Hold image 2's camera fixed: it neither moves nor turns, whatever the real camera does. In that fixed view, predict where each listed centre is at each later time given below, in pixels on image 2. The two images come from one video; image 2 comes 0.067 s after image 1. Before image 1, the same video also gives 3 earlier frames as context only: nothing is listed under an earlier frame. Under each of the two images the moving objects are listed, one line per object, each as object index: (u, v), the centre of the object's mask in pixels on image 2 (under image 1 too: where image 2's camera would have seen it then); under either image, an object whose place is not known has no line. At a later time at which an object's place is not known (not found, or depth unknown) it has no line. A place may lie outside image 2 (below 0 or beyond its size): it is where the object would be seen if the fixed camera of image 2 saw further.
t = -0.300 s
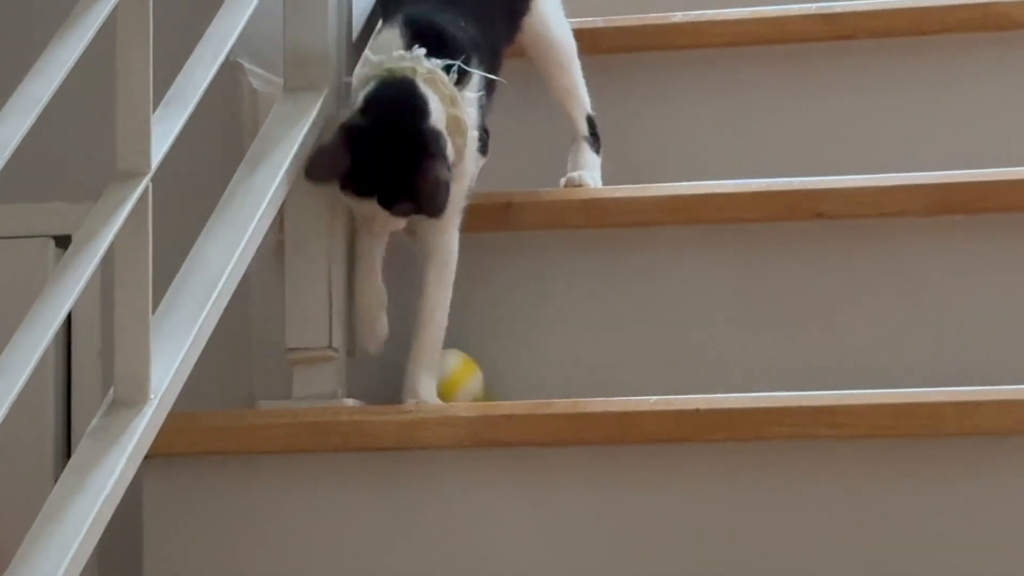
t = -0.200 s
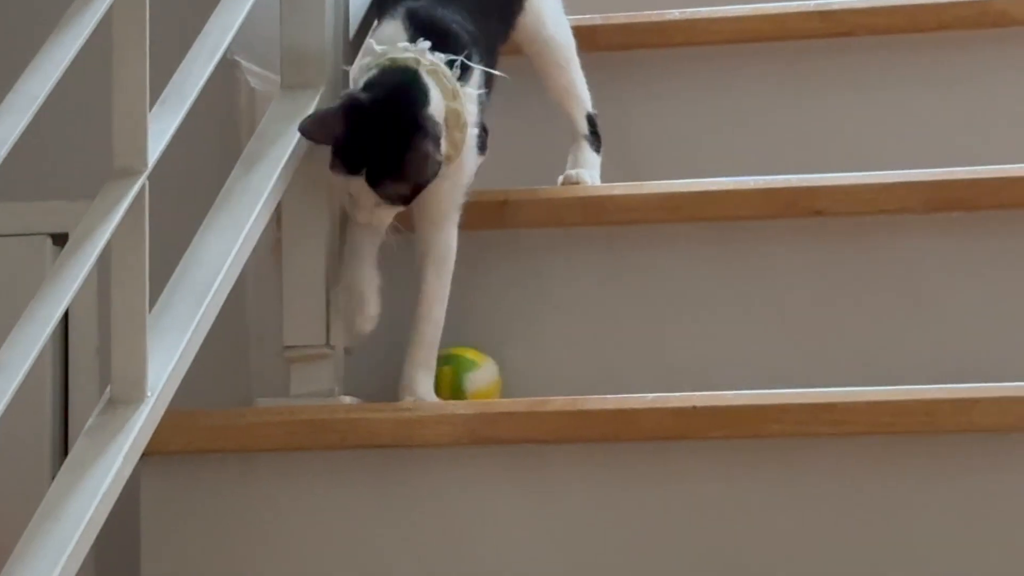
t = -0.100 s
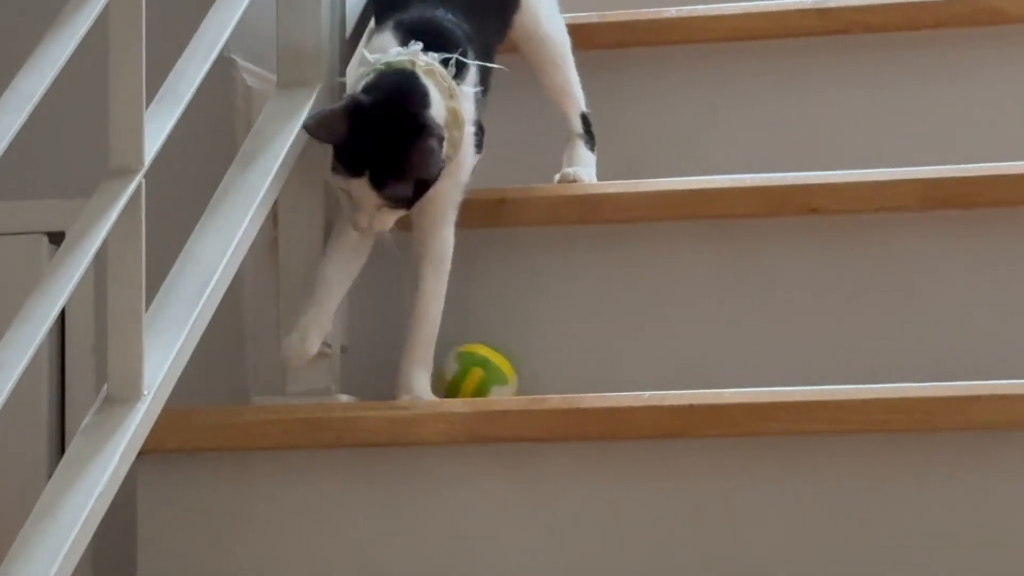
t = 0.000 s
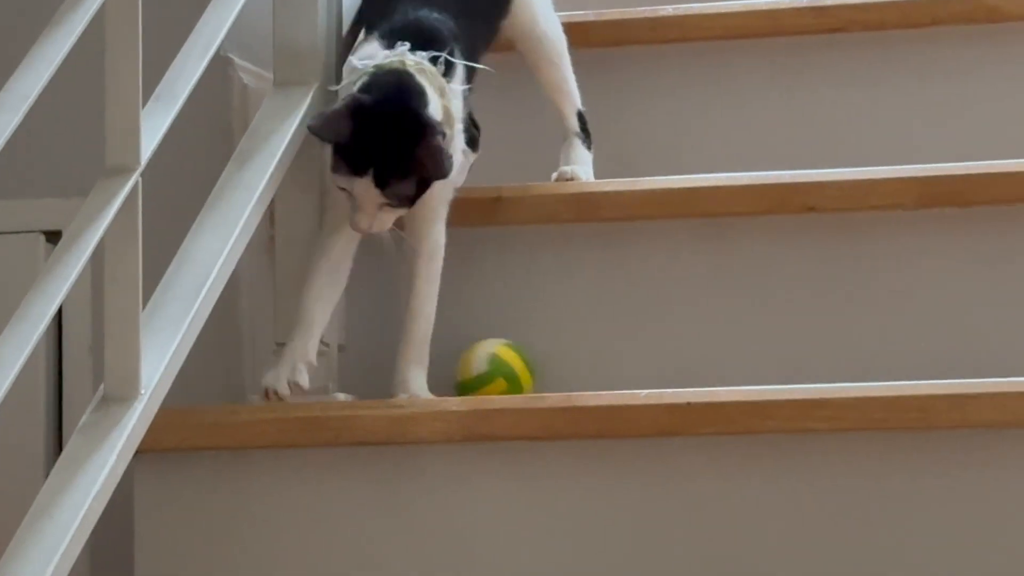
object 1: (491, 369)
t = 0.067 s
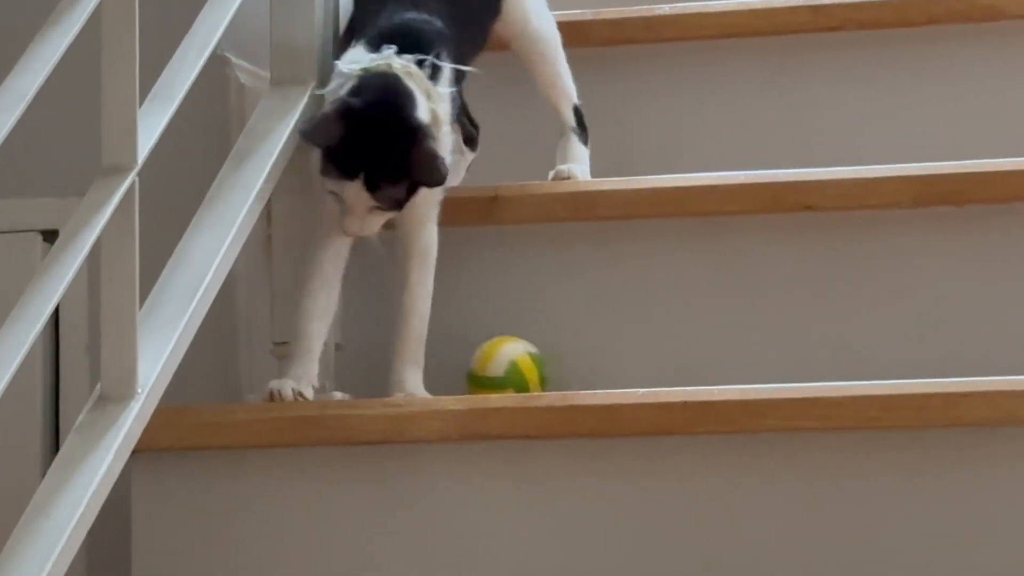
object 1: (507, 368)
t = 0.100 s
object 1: (515, 367)
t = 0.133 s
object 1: (524, 367)
